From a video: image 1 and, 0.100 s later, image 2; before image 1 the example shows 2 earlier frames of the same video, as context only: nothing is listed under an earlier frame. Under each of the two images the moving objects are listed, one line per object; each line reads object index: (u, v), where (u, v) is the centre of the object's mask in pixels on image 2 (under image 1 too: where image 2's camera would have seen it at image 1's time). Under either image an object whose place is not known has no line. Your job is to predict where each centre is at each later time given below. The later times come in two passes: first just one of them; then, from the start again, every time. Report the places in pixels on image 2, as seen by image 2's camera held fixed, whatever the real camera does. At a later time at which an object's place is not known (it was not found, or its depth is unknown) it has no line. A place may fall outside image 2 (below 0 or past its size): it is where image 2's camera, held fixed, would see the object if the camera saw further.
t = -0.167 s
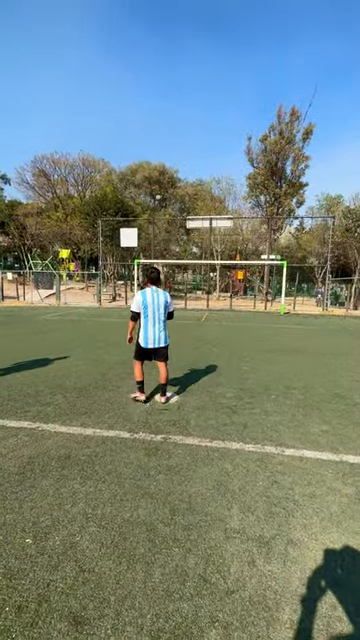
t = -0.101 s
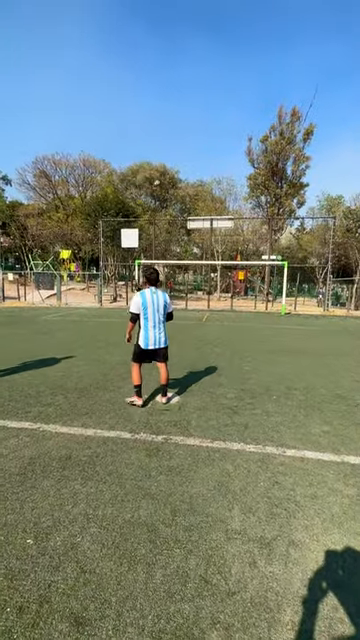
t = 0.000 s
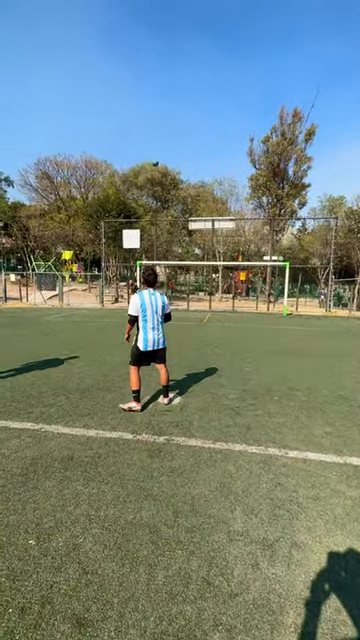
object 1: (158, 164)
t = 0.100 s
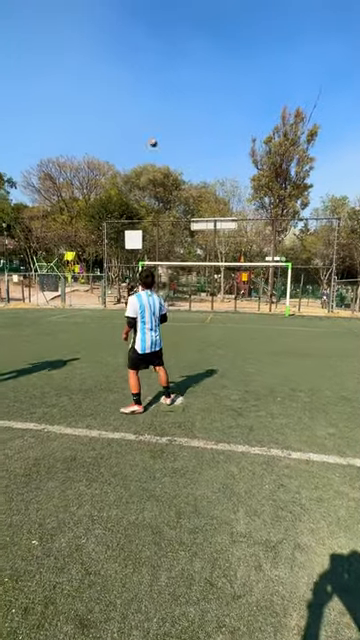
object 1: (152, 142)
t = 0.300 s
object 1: (143, 106)
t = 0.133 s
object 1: (151, 136)
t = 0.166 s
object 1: (150, 130)
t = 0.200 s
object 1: (149, 123)
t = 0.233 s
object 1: (147, 117)
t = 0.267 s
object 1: (145, 112)
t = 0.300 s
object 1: (143, 106)
